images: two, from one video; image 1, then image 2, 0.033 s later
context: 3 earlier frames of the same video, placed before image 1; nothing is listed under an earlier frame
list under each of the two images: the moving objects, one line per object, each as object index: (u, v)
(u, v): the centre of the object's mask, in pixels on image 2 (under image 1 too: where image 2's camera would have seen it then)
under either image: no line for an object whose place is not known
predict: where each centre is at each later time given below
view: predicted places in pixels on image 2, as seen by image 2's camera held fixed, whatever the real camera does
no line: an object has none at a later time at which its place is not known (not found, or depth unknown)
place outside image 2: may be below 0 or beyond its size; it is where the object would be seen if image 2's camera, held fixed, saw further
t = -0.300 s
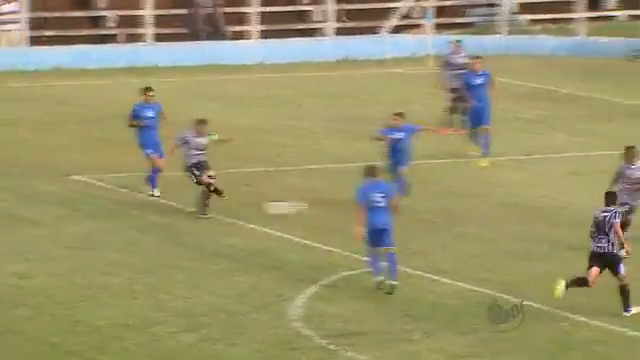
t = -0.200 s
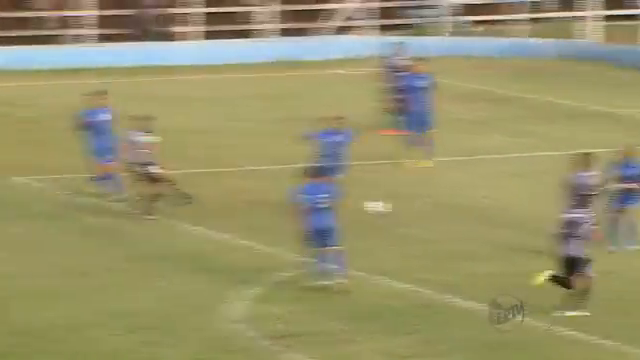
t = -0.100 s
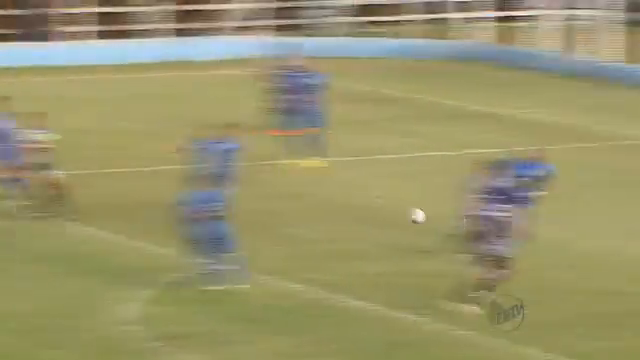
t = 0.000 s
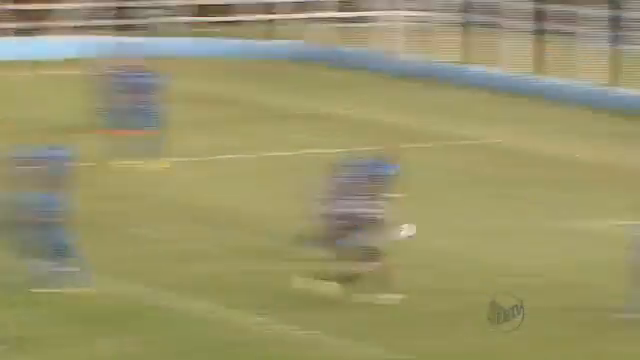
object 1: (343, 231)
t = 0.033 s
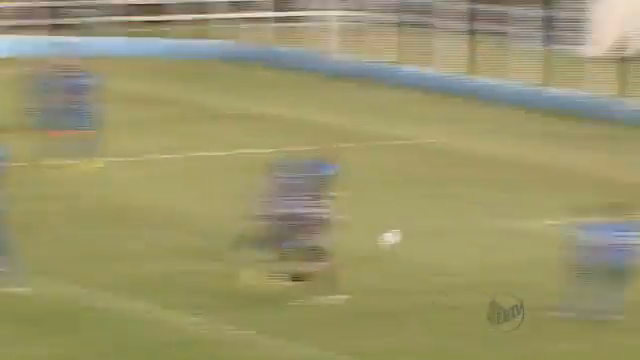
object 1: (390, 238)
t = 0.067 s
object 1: (439, 247)
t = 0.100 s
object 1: (486, 257)
